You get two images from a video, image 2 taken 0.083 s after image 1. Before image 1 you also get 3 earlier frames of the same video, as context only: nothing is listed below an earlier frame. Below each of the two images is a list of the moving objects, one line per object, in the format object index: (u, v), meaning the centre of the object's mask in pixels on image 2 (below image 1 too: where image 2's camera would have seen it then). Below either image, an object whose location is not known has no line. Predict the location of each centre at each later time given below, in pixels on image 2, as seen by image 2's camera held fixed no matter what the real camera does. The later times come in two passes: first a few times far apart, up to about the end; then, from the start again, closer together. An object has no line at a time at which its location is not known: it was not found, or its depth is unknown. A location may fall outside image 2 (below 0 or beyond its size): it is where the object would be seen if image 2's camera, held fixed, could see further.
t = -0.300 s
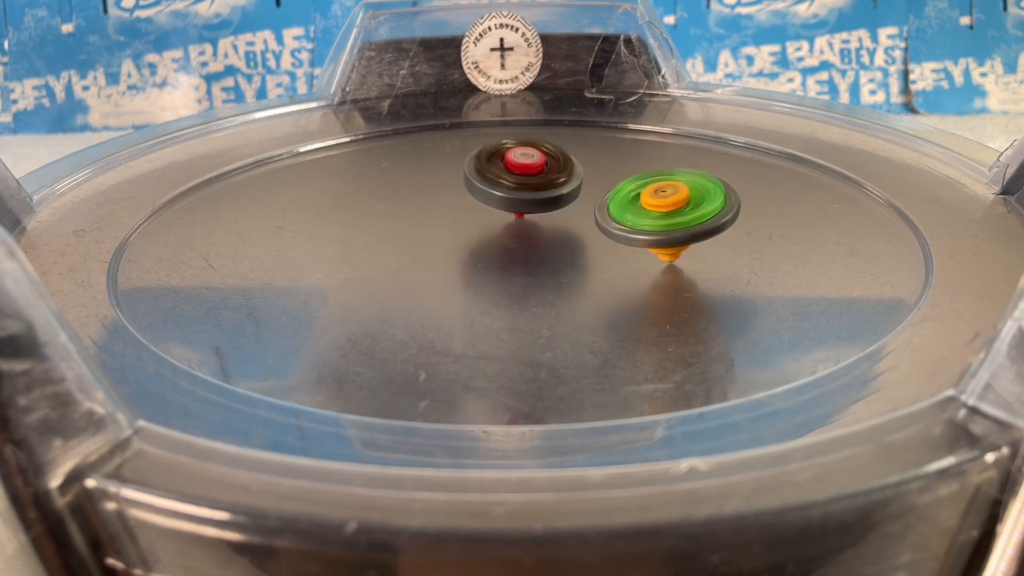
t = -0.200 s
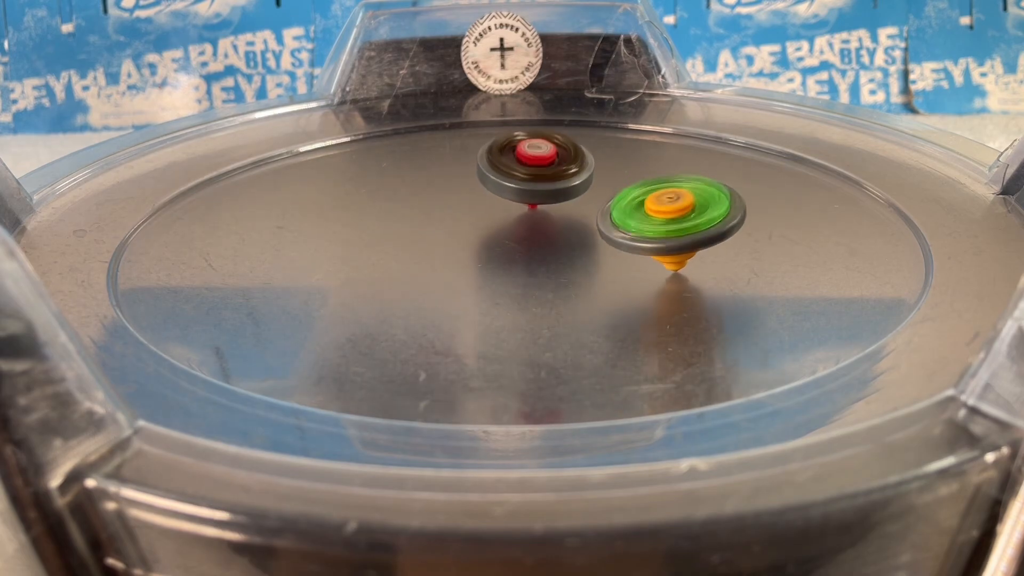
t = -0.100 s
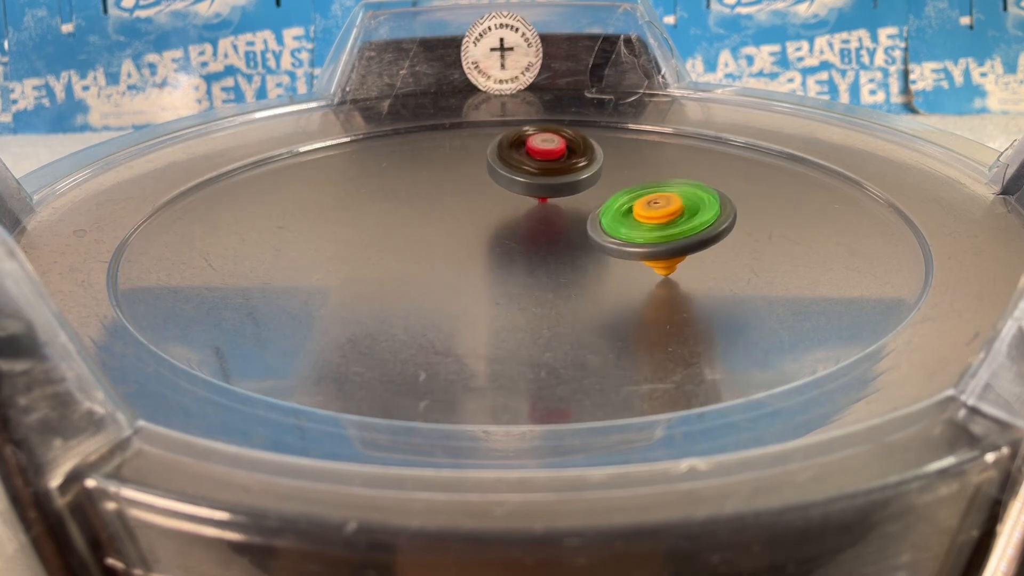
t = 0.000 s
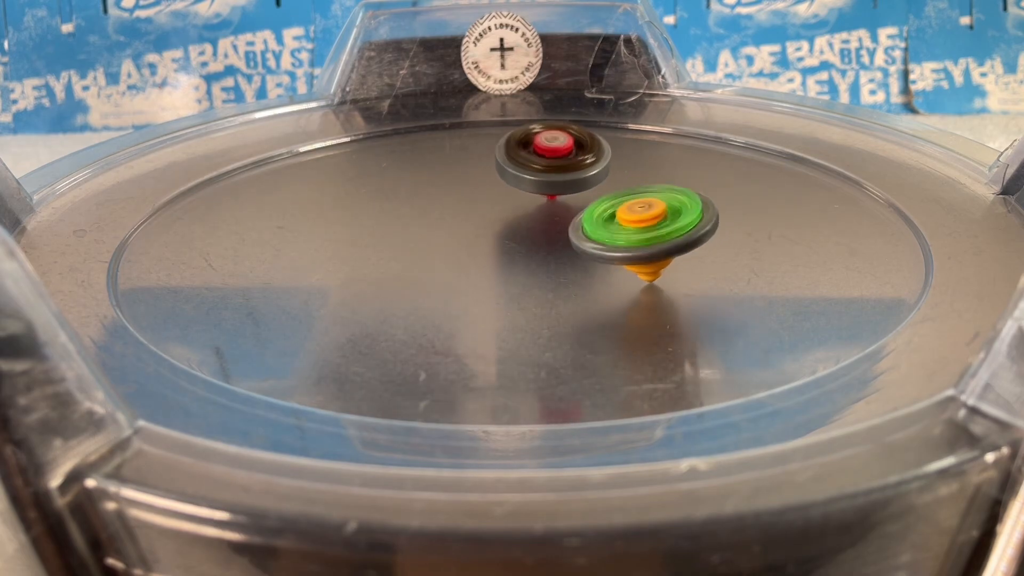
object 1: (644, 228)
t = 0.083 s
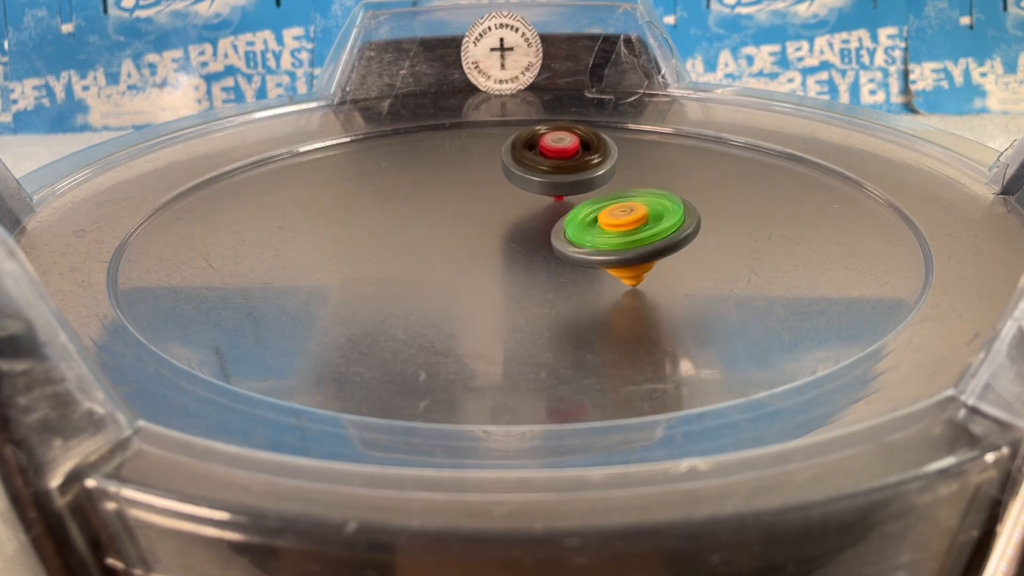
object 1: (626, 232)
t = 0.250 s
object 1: (592, 242)
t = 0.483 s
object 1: (562, 259)
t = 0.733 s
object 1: (566, 268)
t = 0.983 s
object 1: (572, 262)
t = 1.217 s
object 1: (542, 263)
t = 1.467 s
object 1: (485, 271)
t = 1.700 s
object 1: (493, 274)
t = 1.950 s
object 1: (482, 260)
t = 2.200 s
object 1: (423, 244)
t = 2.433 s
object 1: (398, 250)
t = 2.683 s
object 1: (413, 239)
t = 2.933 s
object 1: (432, 215)
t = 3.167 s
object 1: (428, 205)
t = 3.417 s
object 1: (454, 189)
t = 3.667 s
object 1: (470, 190)
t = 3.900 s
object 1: (569, 165)
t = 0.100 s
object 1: (623, 232)
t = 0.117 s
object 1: (620, 233)
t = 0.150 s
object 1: (612, 235)
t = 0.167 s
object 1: (608, 236)
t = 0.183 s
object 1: (604, 237)
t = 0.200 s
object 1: (601, 238)
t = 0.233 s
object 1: (595, 240)
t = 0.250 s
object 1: (592, 242)
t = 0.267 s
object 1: (589, 243)
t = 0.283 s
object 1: (587, 245)
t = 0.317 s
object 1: (581, 247)
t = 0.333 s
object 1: (578, 249)
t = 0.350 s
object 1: (576, 250)
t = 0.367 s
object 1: (574, 251)
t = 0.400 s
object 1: (570, 253)
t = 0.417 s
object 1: (567, 255)
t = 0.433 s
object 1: (565, 256)
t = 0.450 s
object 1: (565, 257)
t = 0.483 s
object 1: (562, 259)
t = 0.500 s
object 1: (561, 261)
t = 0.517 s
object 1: (560, 261)
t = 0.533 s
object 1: (561, 262)
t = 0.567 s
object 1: (561, 264)
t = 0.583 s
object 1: (561, 265)
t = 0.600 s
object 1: (560, 266)
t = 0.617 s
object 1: (561, 266)
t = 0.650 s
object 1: (562, 267)
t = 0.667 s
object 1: (563, 268)
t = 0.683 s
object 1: (563, 268)
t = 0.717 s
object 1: (566, 269)
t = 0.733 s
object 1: (566, 268)
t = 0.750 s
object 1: (568, 268)
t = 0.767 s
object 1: (568, 268)
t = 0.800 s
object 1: (570, 267)
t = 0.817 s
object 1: (570, 267)
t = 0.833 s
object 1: (571, 266)
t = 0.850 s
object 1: (572, 265)
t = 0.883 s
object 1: (573, 264)
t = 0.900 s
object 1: (572, 264)
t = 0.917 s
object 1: (573, 263)
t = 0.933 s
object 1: (573, 263)
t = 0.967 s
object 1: (572, 262)
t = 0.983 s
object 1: (572, 262)
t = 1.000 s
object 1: (571, 262)
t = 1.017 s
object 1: (571, 261)
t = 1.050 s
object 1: (568, 261)
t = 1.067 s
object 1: (567, 260)
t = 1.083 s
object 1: (565, 261)
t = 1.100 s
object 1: (563, 260)
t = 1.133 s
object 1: (557, 261)
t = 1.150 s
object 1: (555, 261)
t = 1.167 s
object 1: (552, 261)
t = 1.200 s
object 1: (545, 262)
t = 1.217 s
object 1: (542, 263)
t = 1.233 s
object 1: (537, 263)
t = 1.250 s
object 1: (534, 264)
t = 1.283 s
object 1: (525, 265)
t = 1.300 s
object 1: (521, 266)
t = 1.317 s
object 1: (516, 267)
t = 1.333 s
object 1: (512, 267)
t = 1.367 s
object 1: (503, 268)
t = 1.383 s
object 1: (500, 269)
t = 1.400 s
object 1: (496, 269)
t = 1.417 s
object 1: (493, 270)
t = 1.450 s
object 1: (488, 271)
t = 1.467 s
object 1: (485, 271)
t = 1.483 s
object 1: (484, 272)
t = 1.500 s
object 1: (482, 272)
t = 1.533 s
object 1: (481, 272)
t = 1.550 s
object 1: (480, 273)
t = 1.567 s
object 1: (481, 273)
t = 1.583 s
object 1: (482, 273)
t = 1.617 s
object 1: (484, 274)
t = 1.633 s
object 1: (486, 274)
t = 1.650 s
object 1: (486, 274)
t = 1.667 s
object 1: (489, 274)
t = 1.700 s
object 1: (493, 274)
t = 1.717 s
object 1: (495, 274)
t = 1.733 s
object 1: (497, 274)
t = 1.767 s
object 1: (500, 273)
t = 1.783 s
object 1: (501, 273)
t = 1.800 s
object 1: (502, 272)
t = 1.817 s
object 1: (503, 271)
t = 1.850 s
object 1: (502, 270)
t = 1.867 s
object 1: (499, 268)
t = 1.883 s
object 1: (496, 267)
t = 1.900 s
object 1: (493, 265)
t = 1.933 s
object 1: (486, 262)
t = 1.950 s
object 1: (482, 260)
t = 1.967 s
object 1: (478, 259)
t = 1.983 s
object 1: (474, 257)
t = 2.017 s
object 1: (467, 253)
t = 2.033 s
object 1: (463, 253)
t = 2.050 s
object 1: (459, 251)
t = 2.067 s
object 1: (455, 250)
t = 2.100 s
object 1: (447, 248)
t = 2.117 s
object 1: (443, 247)
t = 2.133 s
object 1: (439, 246)
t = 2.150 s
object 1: (435, 245)
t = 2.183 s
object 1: (428, 244)
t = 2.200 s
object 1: (423, 244)
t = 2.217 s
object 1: (420, 244)
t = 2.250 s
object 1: (413, 243)
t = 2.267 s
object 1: (411, 243)
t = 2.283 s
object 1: (408, 244)
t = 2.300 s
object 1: (405, 244)
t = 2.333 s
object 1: (401, 244)
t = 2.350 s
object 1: (399, 245)
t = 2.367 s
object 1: (398, 245)
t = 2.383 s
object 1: (398, 246)
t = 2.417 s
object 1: (397, 248)
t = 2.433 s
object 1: (398, 250)
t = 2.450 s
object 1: (399, 251)
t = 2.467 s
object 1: (401, 253)
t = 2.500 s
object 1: (407, 256)
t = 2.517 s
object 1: (408, 254)
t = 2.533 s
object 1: (405, 254)
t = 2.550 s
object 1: (402, 253)
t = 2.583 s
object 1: (402, 249)
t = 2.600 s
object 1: (404, 247)
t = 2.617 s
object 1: (405, 246)
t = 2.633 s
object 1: (407, 244)
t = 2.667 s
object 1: (411, 241)
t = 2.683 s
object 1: (413, 239)
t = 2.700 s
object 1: (415, 237)
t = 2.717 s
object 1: (417, 236)
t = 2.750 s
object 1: (420, 232)
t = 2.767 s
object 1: (422, 231)
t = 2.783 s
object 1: (423, 229)
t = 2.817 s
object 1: (427, 225)
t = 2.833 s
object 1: (427, 223)
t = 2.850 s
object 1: (429, 222)
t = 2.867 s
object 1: (430, 220)
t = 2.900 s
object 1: (431, 217)
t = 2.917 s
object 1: (432, 216)
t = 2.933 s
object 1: (432, 215)
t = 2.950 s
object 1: (432, 214)
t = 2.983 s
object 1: (432, 212)
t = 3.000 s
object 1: (432, 211)
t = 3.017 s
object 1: (431, 210)
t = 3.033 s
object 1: (432, 209)
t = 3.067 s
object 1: (431, 207)
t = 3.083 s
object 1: (431, 207)
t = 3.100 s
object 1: (431, 206)
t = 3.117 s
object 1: (430, 206)
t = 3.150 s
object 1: (429, 205)
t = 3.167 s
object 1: (428, 205)
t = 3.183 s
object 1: (427, 204)
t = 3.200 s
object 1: (427, 204)
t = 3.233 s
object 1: (425, 205)
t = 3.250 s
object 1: (425, 204)
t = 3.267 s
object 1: (424, 204)
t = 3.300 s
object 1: (427, 202)
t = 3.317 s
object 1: (431, 200)
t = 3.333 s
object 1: (435, 198)
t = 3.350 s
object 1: (439, 196)
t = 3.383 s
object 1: (447, 191)
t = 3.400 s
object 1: (451, 190)
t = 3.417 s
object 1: (454, 189)
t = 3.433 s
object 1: (457, 187)
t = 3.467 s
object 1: (463, 186)
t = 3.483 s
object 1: (464, 185)
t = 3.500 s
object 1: (465, 185)
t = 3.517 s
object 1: (467, 185)
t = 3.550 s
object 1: (468, 185)
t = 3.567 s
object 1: (469, 185)
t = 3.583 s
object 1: (469, 186)
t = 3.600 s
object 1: (469, 187)
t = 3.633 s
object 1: (469, 188)
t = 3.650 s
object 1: (470, 189)
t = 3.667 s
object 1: (470, 190)
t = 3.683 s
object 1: (470, 191)
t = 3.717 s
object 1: (473, 193)
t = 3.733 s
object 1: (473, 194)
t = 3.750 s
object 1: (475, 194)
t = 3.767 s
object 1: (477, 195)
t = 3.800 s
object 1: (481, 196)
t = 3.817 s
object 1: (496, 189)
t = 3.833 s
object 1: (513, 185)
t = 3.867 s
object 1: (542, 174)
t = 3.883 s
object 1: (556, 170)
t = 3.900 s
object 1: (569, 165)
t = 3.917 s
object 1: (580, 162)
